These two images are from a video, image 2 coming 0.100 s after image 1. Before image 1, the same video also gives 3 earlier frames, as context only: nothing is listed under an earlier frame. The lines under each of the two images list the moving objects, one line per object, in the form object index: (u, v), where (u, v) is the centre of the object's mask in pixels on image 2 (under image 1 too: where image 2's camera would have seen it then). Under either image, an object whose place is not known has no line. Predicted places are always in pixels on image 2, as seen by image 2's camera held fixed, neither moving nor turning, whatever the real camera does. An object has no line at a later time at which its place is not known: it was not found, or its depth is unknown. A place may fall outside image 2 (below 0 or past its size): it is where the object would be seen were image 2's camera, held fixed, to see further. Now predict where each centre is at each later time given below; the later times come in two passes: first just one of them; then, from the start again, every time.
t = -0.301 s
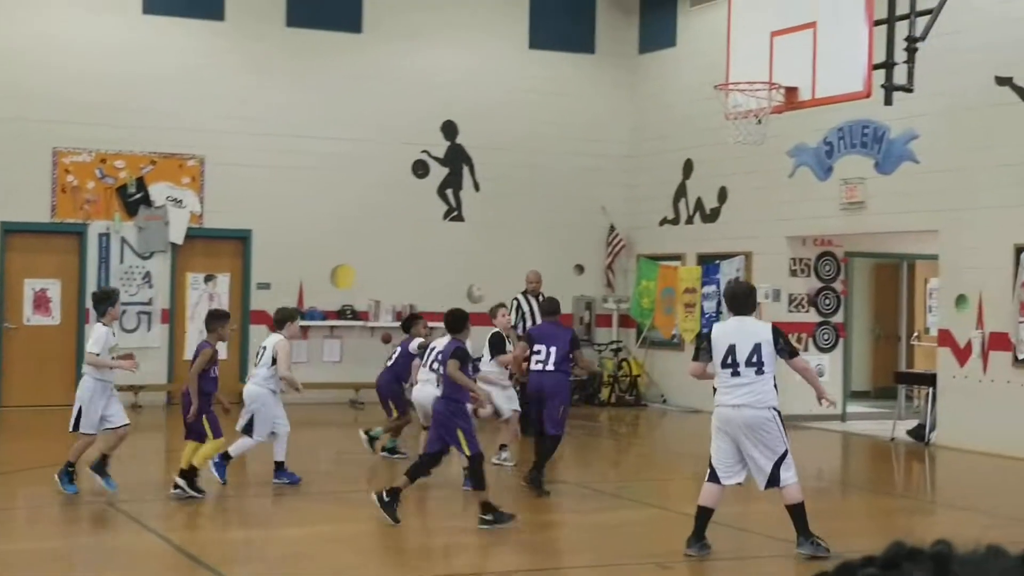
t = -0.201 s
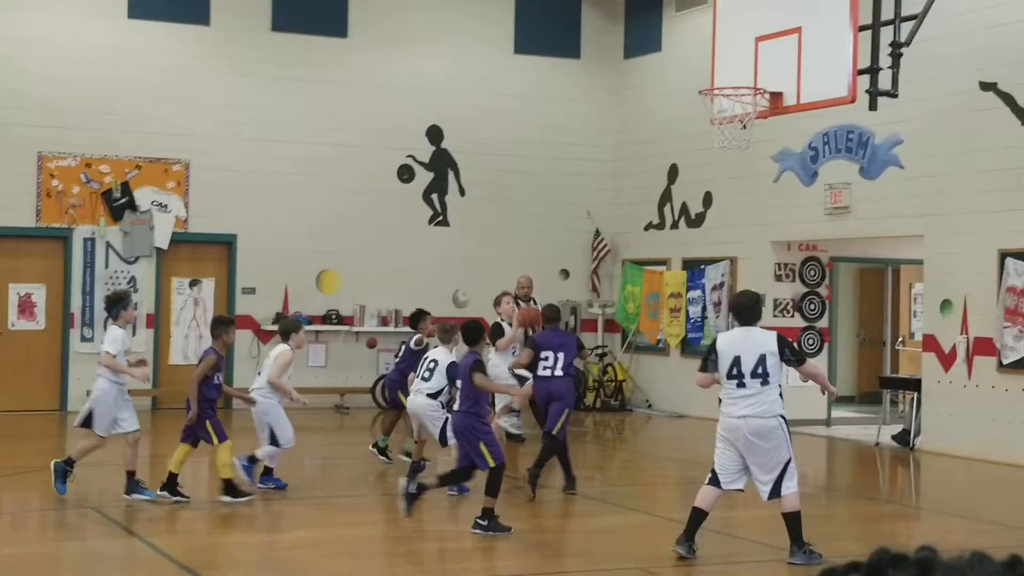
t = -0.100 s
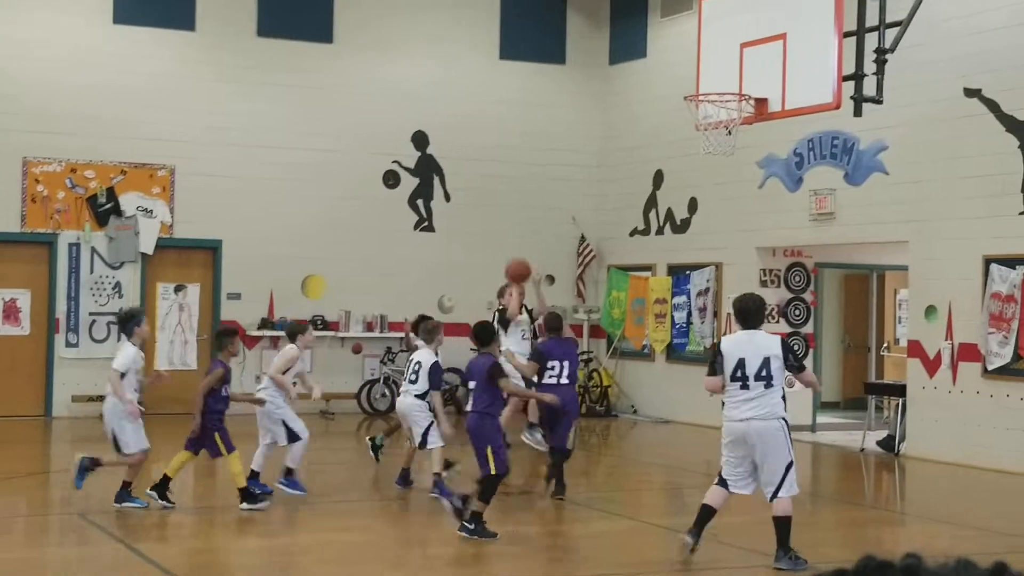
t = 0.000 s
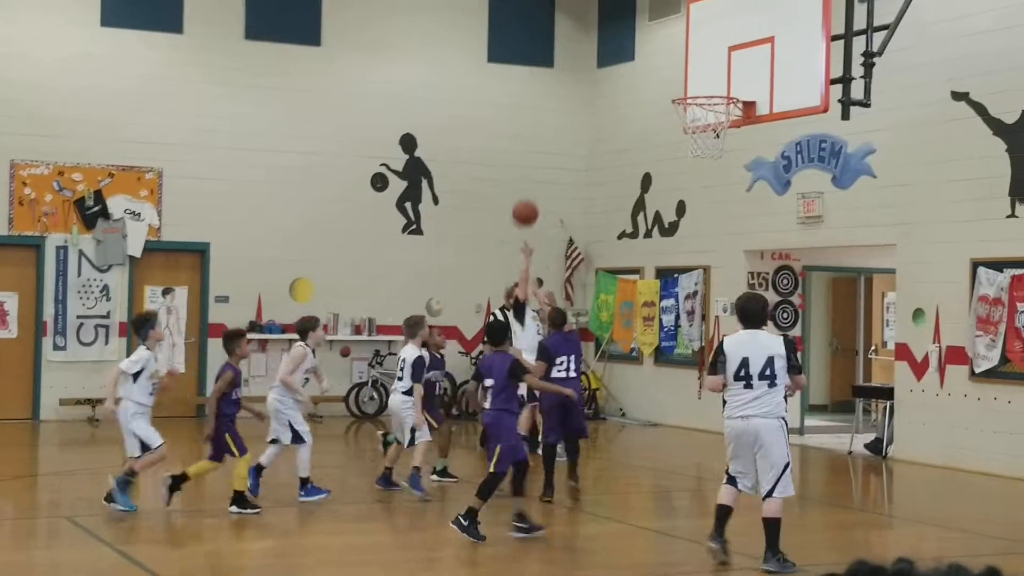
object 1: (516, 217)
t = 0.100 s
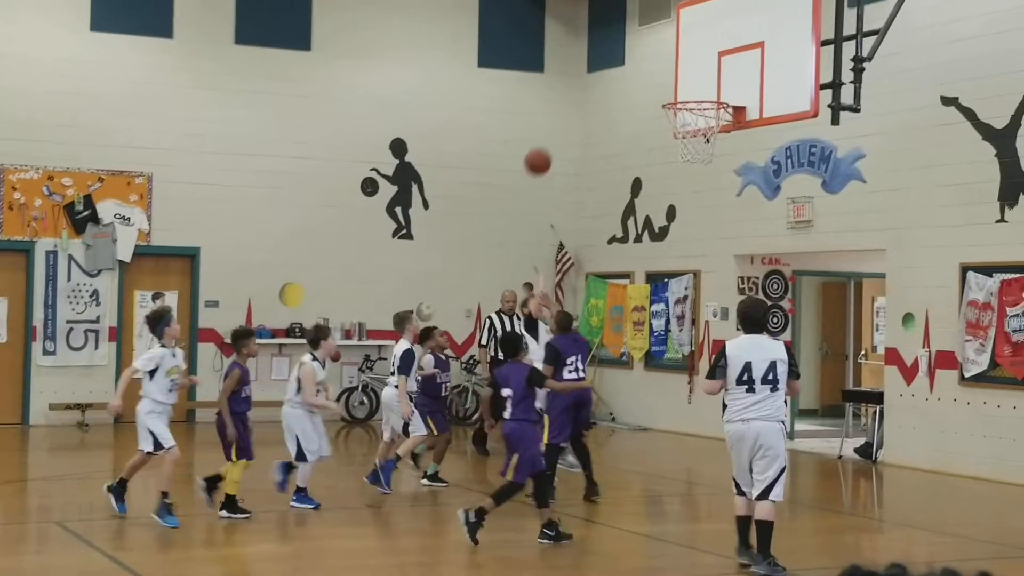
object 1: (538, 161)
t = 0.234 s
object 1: (569, 101)
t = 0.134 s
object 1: (545, 145)
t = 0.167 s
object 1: (553, 129)
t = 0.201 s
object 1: (561, 115)
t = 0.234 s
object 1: (569, 101)
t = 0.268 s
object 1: (577, 89)
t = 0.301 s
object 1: (584, 78)
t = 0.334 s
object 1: (592, 69)
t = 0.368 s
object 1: (601, 59)
